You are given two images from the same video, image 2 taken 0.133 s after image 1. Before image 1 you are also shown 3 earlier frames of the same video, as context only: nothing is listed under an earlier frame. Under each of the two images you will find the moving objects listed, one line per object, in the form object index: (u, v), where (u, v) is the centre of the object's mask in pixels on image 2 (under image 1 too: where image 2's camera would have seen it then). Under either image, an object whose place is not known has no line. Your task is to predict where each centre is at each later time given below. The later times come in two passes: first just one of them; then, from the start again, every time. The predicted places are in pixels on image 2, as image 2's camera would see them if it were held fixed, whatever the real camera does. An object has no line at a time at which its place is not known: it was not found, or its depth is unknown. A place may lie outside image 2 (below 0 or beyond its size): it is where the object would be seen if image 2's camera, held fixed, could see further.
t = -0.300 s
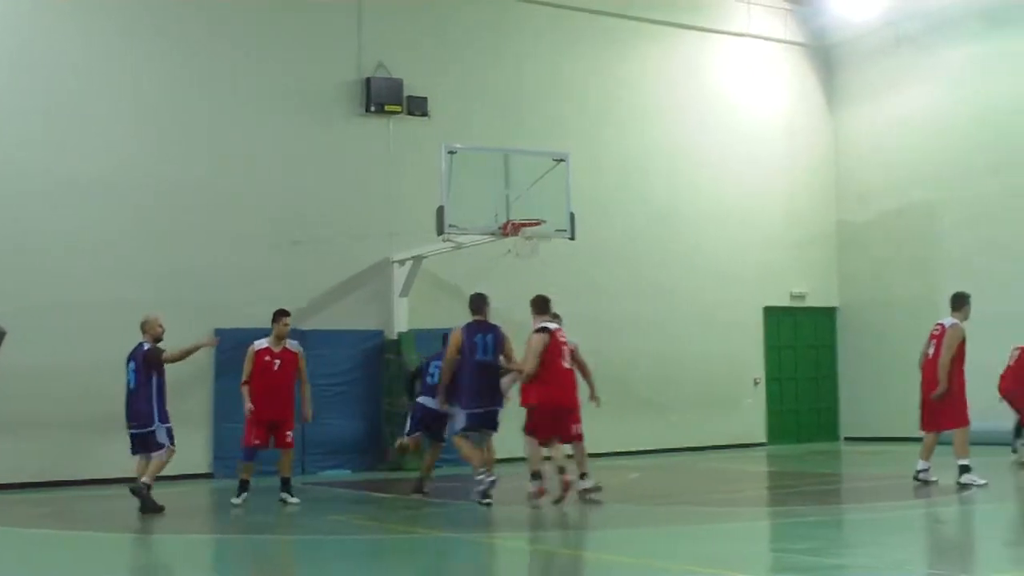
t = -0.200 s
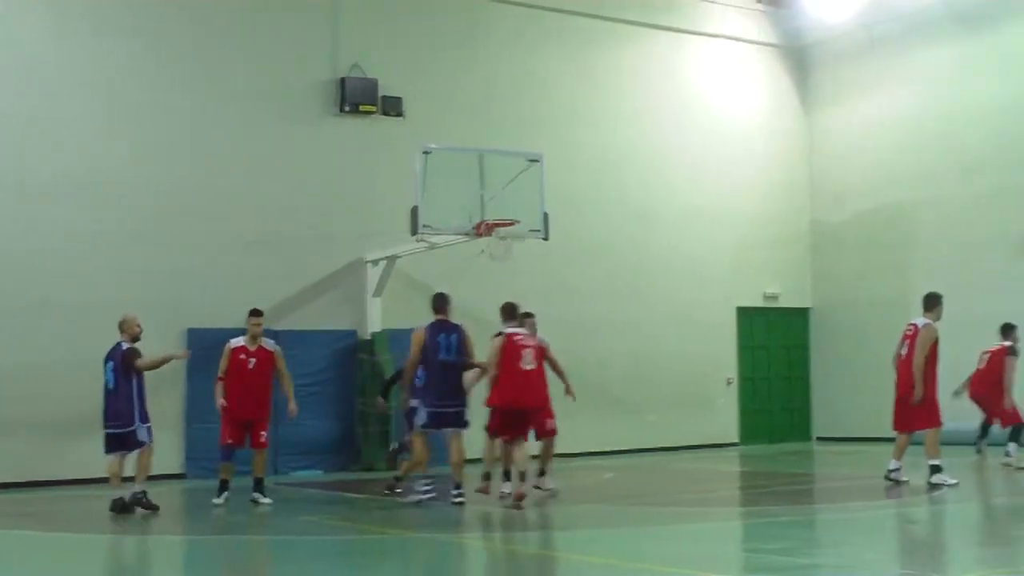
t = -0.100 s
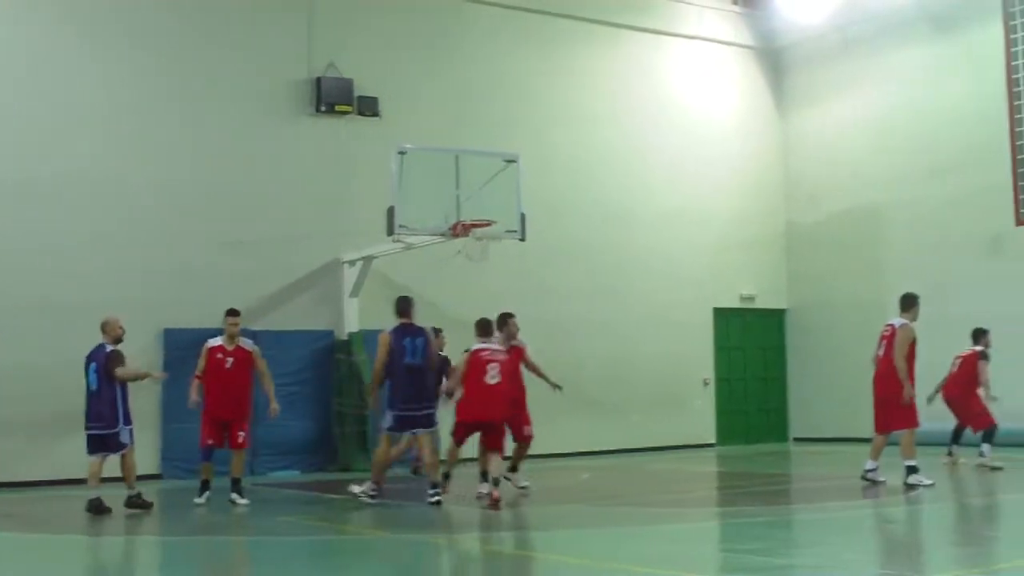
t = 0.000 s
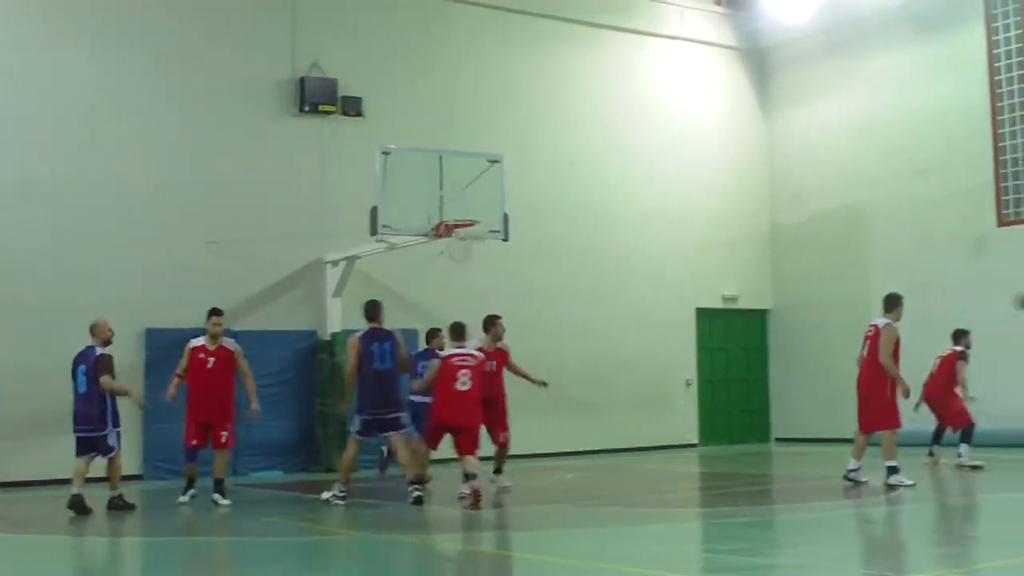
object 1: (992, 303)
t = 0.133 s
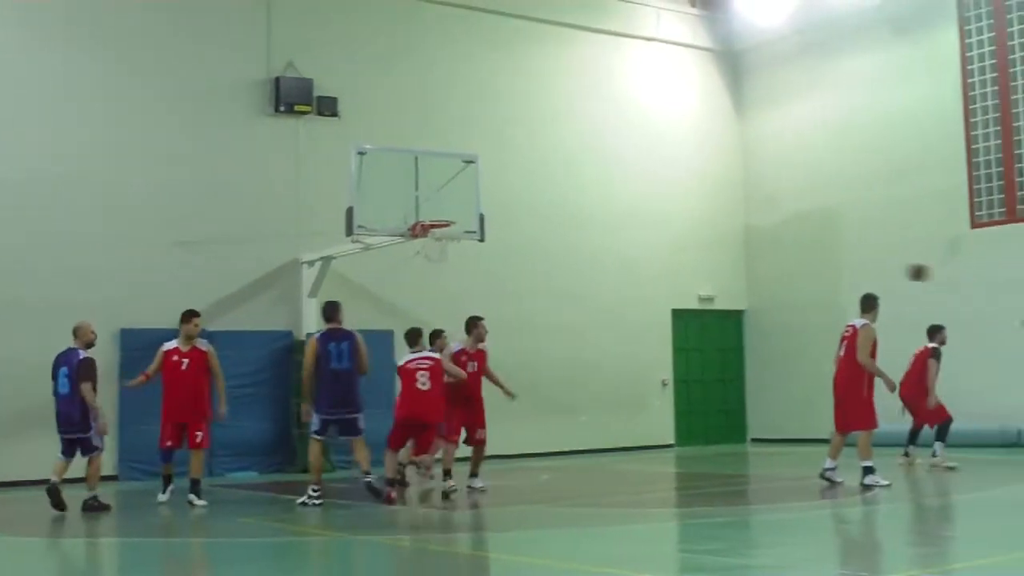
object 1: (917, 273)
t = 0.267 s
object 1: (835, 255)
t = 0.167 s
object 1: (896, 267)
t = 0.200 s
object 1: (876, 262)
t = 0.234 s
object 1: (856, 259)
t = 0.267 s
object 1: (835, 255)
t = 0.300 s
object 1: (814, 253)
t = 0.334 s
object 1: (796, 252)
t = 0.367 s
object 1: (775, 251)
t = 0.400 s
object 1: (755, 252)
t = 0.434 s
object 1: (735, 253)
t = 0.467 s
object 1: (716, 254)
